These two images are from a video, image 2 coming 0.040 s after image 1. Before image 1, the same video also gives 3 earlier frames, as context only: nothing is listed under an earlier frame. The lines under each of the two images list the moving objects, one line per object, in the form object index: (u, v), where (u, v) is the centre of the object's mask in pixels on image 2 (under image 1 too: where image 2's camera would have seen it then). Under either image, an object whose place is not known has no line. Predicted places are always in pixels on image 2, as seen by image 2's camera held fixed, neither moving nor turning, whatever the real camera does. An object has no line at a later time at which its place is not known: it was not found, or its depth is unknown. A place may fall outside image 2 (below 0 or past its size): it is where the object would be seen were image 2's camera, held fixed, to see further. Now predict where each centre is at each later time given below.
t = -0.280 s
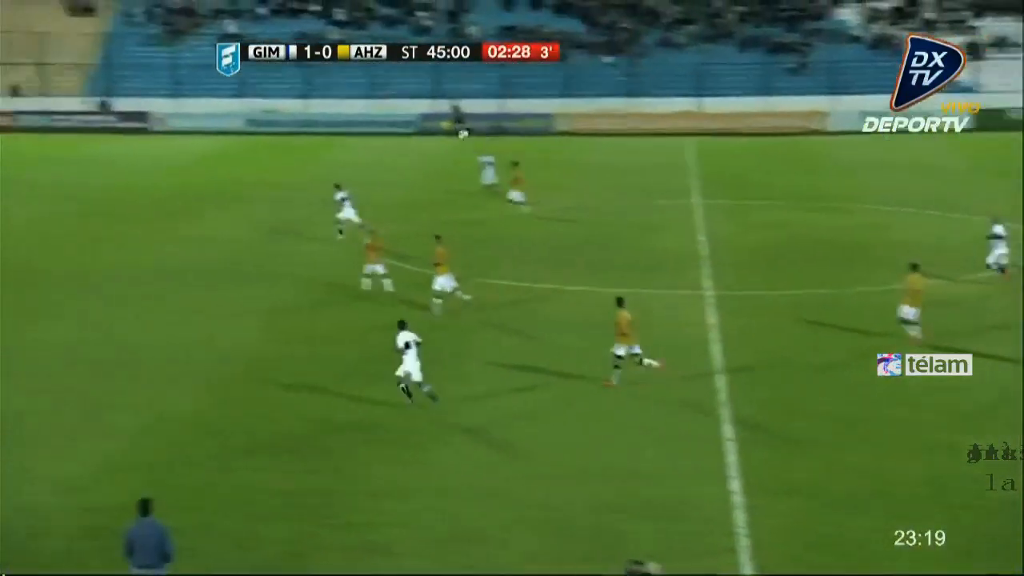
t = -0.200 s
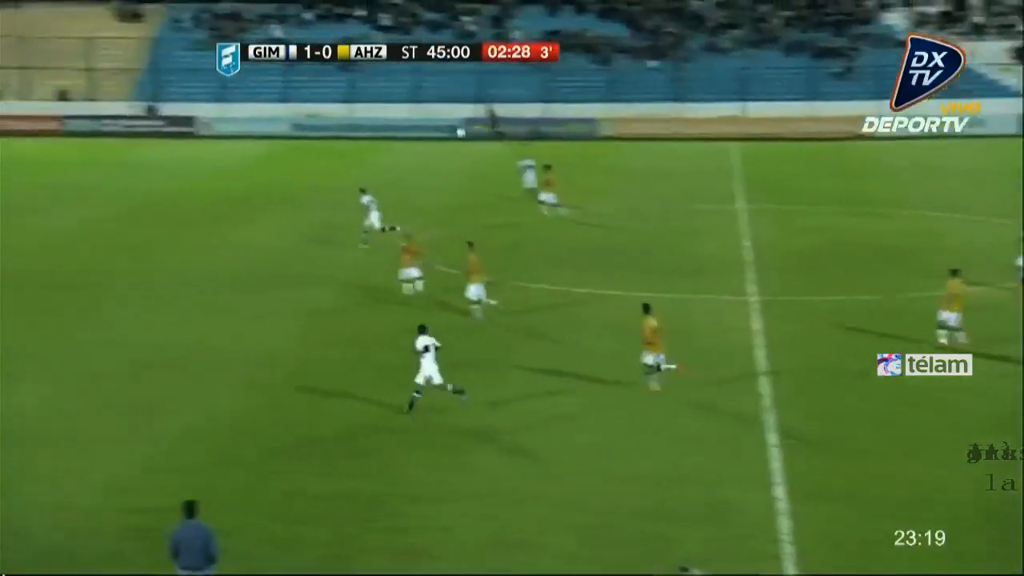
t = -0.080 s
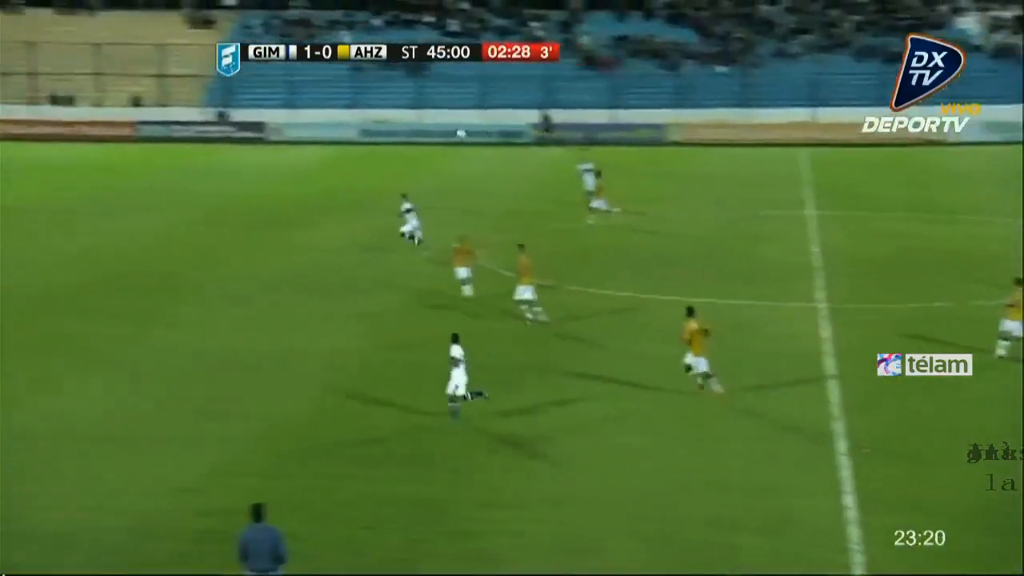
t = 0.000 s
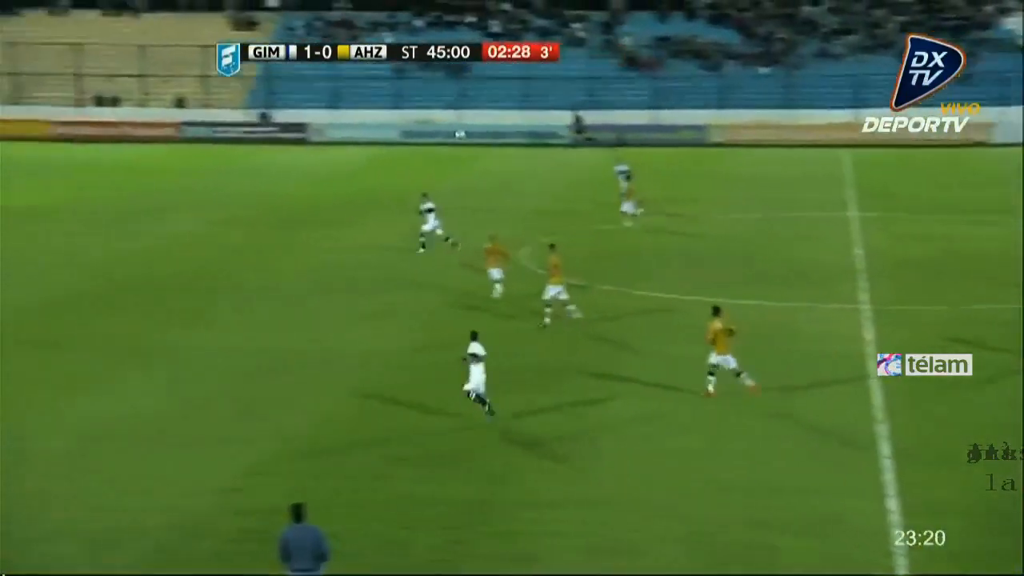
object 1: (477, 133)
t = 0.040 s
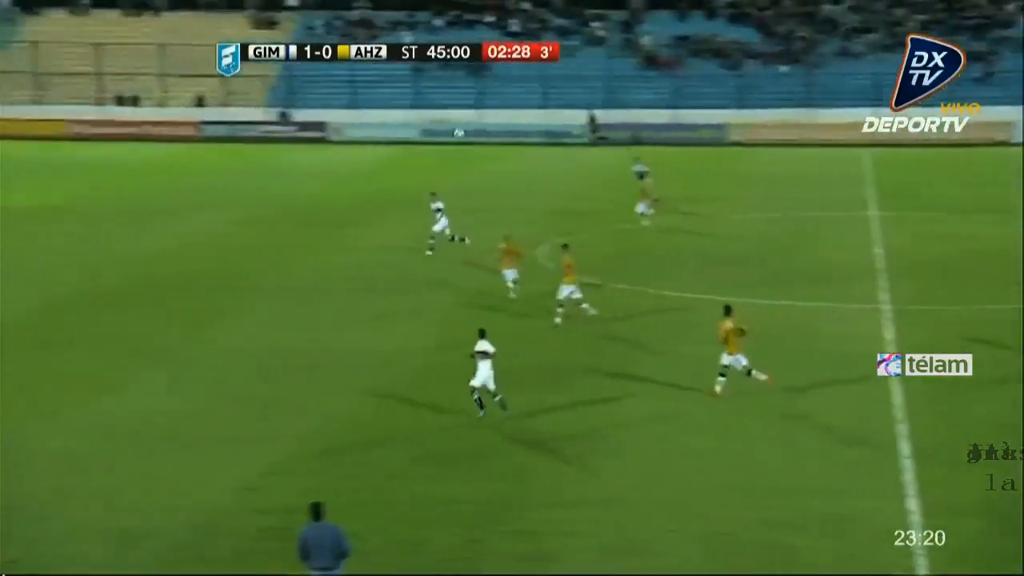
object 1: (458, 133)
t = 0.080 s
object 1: (440, 133)
